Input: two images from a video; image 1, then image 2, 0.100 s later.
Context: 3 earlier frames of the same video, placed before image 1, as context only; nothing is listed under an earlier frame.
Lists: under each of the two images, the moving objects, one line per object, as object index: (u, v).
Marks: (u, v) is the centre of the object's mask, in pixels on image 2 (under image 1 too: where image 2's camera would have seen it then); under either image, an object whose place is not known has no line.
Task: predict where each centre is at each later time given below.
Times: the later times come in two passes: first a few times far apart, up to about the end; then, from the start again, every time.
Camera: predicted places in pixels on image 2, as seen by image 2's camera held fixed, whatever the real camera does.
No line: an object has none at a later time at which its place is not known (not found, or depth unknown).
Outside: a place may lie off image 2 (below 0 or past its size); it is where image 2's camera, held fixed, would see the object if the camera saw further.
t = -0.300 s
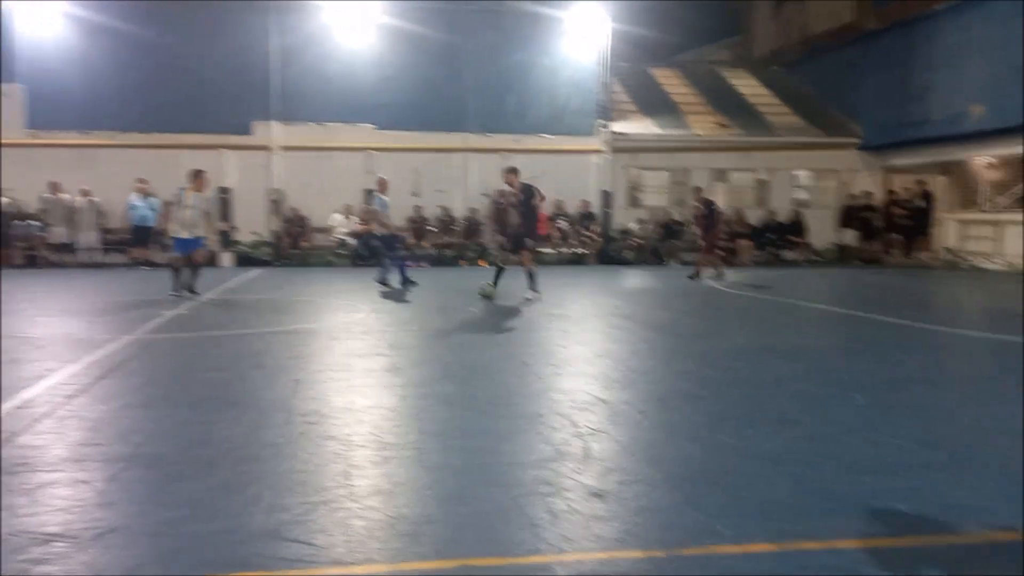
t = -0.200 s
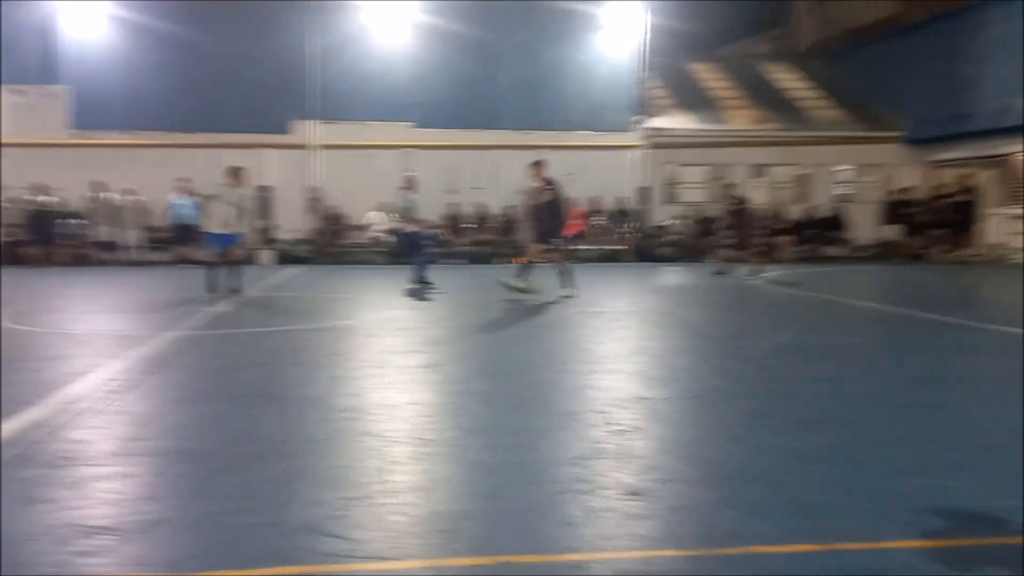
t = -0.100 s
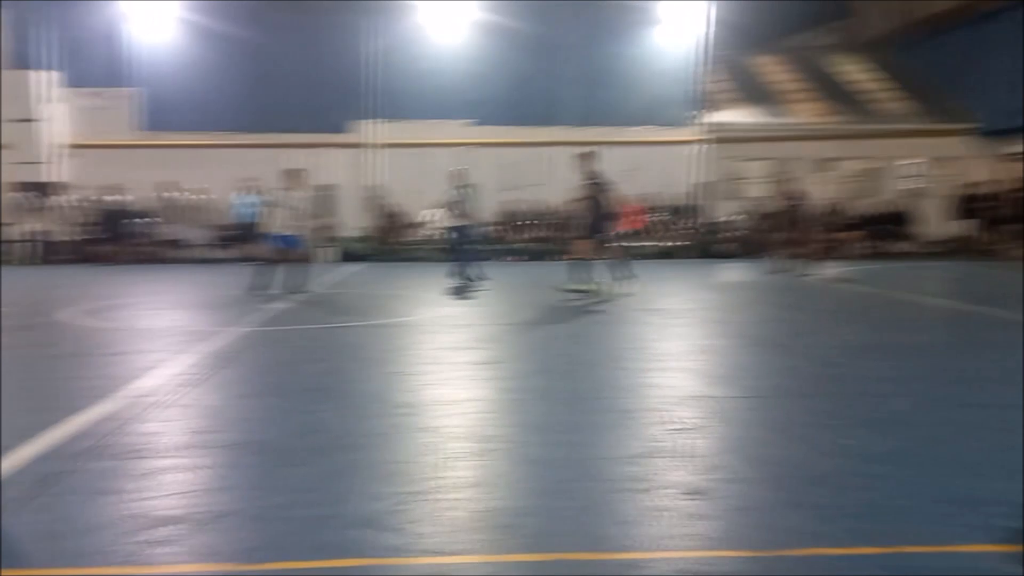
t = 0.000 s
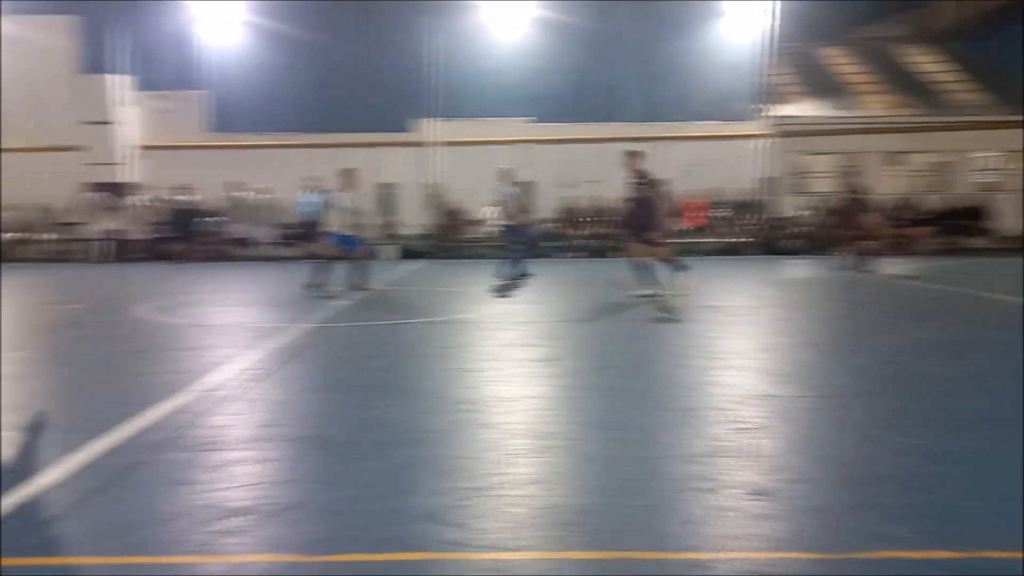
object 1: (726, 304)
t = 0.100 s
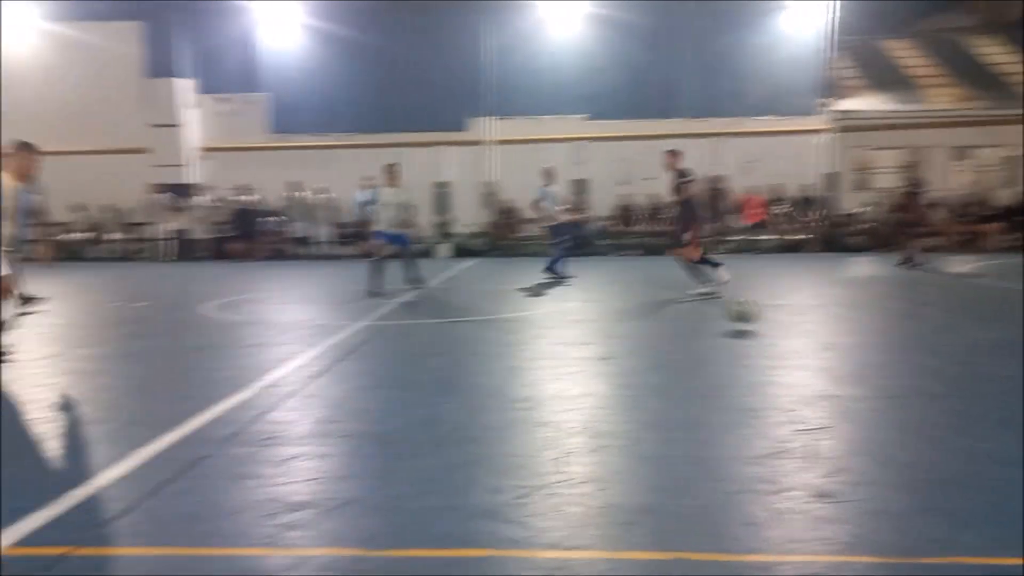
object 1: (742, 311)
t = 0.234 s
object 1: (771, 335)
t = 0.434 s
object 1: (826, 367)
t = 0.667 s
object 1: (926, 436)
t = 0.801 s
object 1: (1027, 496)
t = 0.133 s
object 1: (749, 315)
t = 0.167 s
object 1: (754, 320)
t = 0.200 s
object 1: (762, 328)
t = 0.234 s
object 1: (771, 335)
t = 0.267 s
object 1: (778, 337)
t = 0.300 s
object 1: (786, 341)
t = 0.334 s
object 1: (796, 350)
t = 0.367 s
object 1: (805, 358)
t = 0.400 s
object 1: (815, 362)
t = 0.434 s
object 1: (826, 367)
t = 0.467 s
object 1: (837, 374)
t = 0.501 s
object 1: (849, 386)
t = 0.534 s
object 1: (861, 395)
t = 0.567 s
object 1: (875, 403)
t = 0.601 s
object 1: (890, 413)
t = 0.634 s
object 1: (907, 425)
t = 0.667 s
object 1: (926, 436)
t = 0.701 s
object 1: (946, 450)
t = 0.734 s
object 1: (970, 464)
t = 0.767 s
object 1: (997, 478)
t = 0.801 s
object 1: (1027, 496)
